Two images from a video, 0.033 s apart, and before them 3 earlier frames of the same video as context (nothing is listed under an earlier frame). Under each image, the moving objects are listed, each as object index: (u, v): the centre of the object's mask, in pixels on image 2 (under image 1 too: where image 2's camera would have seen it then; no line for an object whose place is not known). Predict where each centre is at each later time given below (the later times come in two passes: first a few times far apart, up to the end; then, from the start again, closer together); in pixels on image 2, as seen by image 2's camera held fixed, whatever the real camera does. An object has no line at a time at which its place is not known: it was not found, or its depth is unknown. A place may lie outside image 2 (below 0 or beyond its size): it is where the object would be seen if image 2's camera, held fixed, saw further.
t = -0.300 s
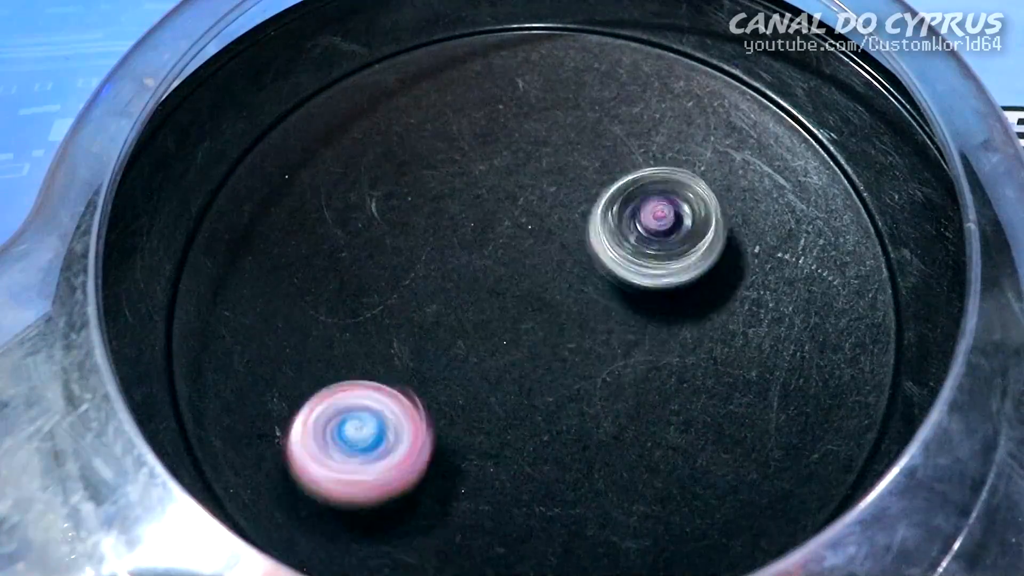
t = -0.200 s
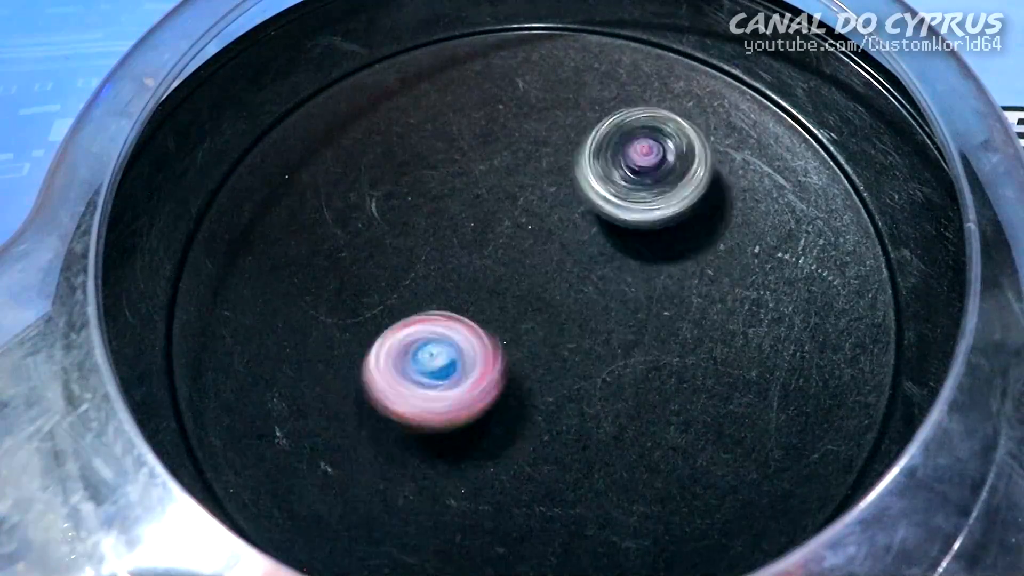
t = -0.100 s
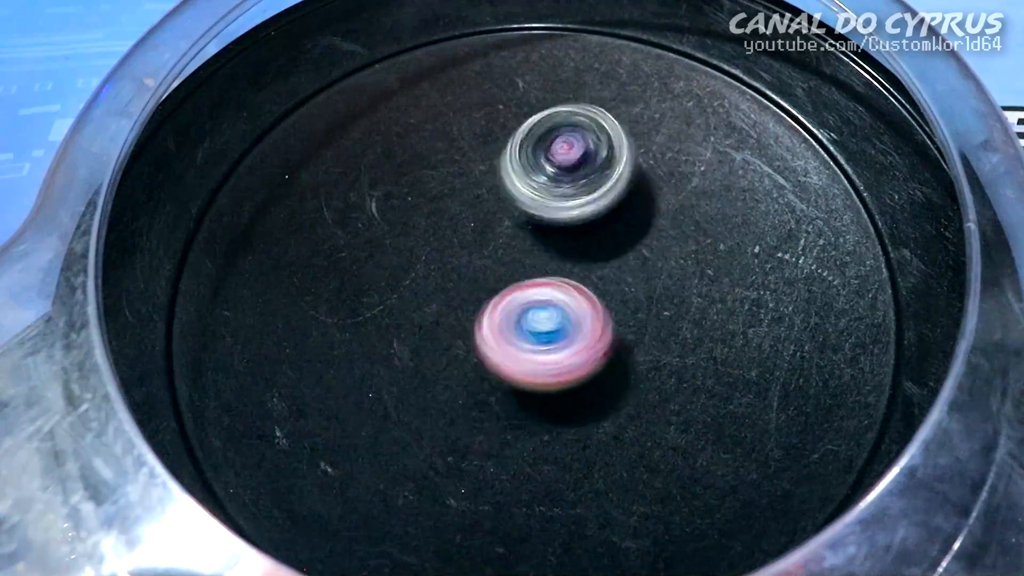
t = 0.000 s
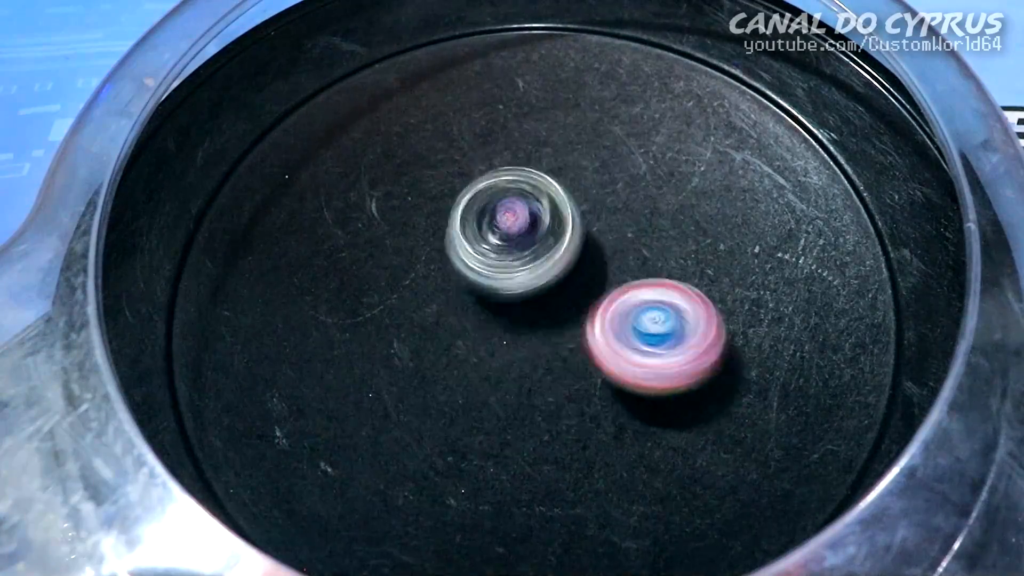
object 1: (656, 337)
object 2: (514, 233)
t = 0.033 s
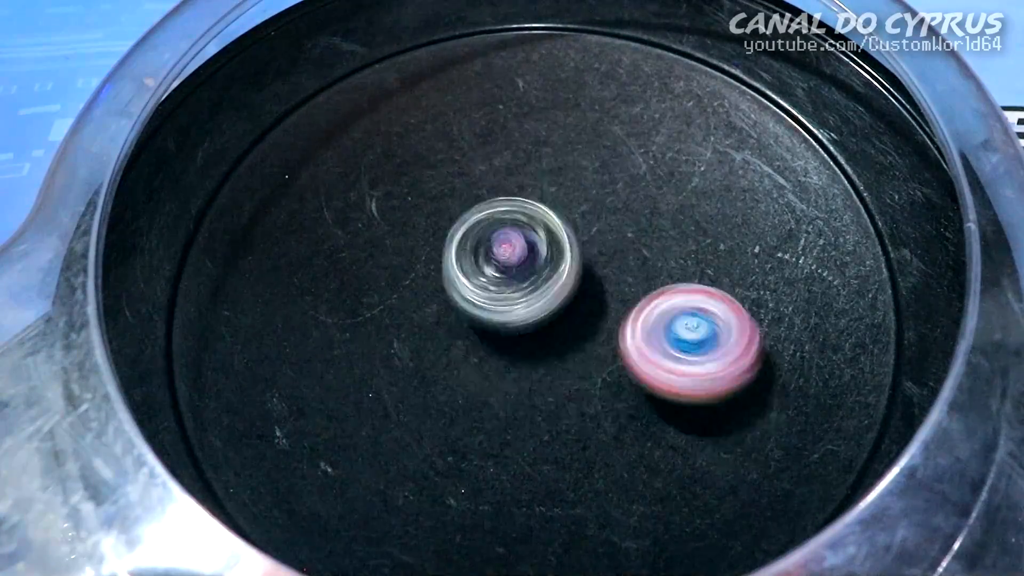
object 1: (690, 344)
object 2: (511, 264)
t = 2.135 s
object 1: (615, 75)
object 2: (587, 236)
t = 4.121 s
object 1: (387, 431)
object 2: (684, 333)
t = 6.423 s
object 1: (620, 314)
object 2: (463, 325)
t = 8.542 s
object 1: (429, 241)
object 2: (528, 326)
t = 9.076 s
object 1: (435, 225)
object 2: (643, 343)
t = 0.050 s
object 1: (707, 348)
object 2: (513, 279)
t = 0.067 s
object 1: (723, 354)
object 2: (515, 295)
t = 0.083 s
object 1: (740, 361)
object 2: (522, 309)
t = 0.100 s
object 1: (753, 369)
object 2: (528, 324)
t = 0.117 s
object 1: (767, 379)
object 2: (538, 336)
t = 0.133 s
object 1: (778, 389)
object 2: (548, 350)
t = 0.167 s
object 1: (795, 413)
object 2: (573, 370)
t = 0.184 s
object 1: (800, 427)
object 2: (586, 377)
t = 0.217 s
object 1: (798, 456)
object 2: (617, 390)
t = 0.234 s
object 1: (792, 469)
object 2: (633, 394)
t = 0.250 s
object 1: (781, 480)
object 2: (651, 395)
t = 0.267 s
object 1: (768, 492)
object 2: (666, 395)
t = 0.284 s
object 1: (762, 506)
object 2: (676, 386)
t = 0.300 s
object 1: (755, 519)
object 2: (682, 377)
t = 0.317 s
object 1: (739, 526)
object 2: (689, 365)
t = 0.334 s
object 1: (720, 531)
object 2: (692, 354)
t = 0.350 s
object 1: (702, 535)
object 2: (695, 342)
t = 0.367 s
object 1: (681, 536)
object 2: (694, 331)
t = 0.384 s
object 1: (662, 537)
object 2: (692, 319)
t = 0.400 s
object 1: (640, 535)
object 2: (688, 309)
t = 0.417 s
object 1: (621, 533)
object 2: (680, 297)
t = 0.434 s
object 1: (602, 528)
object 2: (670, 288)
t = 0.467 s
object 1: (569, 515)
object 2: (645, 271)
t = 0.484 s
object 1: (556, 504)
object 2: (628, 265)
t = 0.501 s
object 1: (545, 489)
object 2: (614, 261)
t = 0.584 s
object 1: (520, 406)
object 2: (531, 261)
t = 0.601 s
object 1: (519, 392)
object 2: (514, 267)
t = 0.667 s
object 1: (530, 424)
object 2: (450, 237)
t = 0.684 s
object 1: (532, 426)
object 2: (437, 234)
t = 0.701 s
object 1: (532, 424)
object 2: (421, 231)
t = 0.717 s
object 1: (533, 420)
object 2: (408, 231)
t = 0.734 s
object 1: (532, 412)
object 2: (393, 231)
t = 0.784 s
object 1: (538, 376)
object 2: (351, 247)
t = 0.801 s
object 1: (542, 363)
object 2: (340, 254)
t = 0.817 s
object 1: (548, 351)
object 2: (329, 264)
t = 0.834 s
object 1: (556, 339)
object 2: (321, 274)
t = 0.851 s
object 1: (564, 329)
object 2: (315, 287)
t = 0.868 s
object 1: (573, 317)
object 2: (312, 299)
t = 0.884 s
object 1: (582, 308)
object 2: (311, 313)
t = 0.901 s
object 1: (594, 299)
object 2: (312, 328)
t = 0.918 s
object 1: (604, 291)
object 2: (319, 341)
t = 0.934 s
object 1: (617, 283)
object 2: (326, 355)
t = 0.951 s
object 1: (628, 277)
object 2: (336, 365)
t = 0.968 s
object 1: (641, 271)
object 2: (351, 377)
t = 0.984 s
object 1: (654, 268)
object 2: (366, 385)
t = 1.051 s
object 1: (707, 264)
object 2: (442, 400)
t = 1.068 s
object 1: (719, 266)
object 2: (461, 399)
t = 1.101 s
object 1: (741, 278)
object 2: (498, 390)
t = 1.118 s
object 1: (749, 287)
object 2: (515, 383)
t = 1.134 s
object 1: (754, 298)
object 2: (532, 376)
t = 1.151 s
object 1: (756, 310)
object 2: (547, 366)
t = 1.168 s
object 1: (754, 322)
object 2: (563, 357)
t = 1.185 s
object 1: (748, 334)
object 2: (575, 347)
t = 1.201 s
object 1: (738, 344)
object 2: (586, 335)
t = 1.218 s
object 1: (754, 354)
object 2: (582, 322)
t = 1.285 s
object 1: (845, 393)
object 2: (541, 262)
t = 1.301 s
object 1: (853, 402)
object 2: (533, 249)
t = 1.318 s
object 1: (854, 413)
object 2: (524, 238)
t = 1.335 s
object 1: (853, 423)
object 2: (516, 227)
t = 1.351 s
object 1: (845, 435)
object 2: (506, 218)
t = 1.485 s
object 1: (723, 477)
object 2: (410, 183)
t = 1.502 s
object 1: (704, 473)
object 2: (396, 183)
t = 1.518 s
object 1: (688, 467)
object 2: (384, 188)
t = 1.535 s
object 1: (672, 460)
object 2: (372, 192)
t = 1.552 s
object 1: (656, 451)
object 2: (361, 200)
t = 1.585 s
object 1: (629, 432)
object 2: (344, 219)
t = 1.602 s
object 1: (616, 421)
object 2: (339, 230)
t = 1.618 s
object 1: (603, 410)
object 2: (337, 243)
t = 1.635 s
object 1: (592, 399)
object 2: (337, 256)
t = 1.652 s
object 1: (582, 388)
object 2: (341, 268)
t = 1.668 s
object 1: (572, 376)
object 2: (347, 283)
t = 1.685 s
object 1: (563, 365)
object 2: (358, 294)
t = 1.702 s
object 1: (555, 352)
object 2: (368, 306)
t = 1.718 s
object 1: (546, 339)
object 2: (382, 315)
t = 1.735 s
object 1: (540, 328)
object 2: (397, 324)
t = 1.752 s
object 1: (546, 313)
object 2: (404, 332)
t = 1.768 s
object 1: (554, 296)
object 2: (408, 339)
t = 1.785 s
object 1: (562, 283)
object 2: (414, 348)
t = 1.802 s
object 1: (569, 269)
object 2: (421, 353)
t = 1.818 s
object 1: (575, 255)
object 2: (430, 359)
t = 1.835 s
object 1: (577, 240)
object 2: (441, 363)
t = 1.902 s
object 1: (583, 192)
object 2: (500, 368)
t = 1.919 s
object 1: (583, 183)
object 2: (514, 364)
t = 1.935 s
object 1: (583, 174)
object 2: (528, 359)
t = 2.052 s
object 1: (586, 107)
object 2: (590, 292)
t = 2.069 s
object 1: (590, 98)
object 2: (592, 281)
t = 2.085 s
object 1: (595, 90)
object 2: (594, 269)
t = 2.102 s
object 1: (600, 84)
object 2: (593, 258)
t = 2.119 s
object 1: (606, 79)
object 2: (591, 247)
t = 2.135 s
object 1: (615, 75)
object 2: (587, 236)
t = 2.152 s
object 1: (622, 74)
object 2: (581, 226)
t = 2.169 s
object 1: (629, 76)
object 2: (575, 216)
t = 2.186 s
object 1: (636, 80)
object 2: (566, 208)
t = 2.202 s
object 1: (641, 86)
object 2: (557, 202)
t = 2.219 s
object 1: (644, 94)
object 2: (547, 196)
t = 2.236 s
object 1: (644, 103)
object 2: (534, 191)
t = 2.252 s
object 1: (643, 115)
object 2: (523, 189)
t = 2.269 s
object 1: (640, 125)
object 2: (511, 188)
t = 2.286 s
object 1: (634, 137)
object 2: (498, 191)
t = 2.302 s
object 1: (628, 149)
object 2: (487, 193)
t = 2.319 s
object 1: (621, 160)
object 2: (475, 199)
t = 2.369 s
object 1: (592, 189)
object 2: (447, 225)
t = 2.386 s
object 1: (583, 197)
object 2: (443, 235)
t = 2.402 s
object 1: (572, 204)
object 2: (439, 248)
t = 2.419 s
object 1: (561, 212)
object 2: (437, 259)
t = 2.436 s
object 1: (565, 214)
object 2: (427, 274)
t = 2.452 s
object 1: (573, 217)
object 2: (416, 289)
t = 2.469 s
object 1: (578, 220)
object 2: (411, 303)
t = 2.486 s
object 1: (581, 226)
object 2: (407, 319)
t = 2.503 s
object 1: (582, 234)
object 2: (407, 331)
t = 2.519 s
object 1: (580, 242)
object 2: (409, 344)
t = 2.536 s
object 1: (578, 251)
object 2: (412, 358)
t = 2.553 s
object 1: (573, 260)
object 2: (417, 368)
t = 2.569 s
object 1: (567, 270)
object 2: (424, 382)
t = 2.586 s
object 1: (560, 277)
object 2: (432, 392)
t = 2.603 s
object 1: (550, 284)
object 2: (442, 403)
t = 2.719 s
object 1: (470, 306)
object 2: (542, 437)
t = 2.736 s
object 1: (459, 306)
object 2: (558, 436)
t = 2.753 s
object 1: (448, 302)
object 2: (573, 432)
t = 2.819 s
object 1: (415, 281)
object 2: (629, 404)
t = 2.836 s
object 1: (410, 273)
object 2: (639, 394)
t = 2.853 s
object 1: (408, 266)
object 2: (649, 383)
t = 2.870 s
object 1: (407, 258)
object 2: (656, 372)
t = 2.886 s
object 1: (410, 250)
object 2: (662, 360)
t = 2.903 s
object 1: (414, 243)
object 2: (667, 347)
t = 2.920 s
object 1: (419, 238)
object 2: (670, 333)
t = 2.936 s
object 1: (427, 234)
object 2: (672, 321)
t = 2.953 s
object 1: (437, 230)
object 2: (670, 308)
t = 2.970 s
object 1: (446, 228)
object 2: (669, 296)
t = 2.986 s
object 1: (457, 228)
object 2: (665, 284)
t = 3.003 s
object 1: (466, 230)
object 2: (658, 271)
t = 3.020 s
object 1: (477, 233)
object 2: (652, 261)
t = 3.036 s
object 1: (488, 238)
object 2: (645, 250)
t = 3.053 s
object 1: (496, 244)
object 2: (636, 240)
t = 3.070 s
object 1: (485, 252)
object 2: (638, 231)
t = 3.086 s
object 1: (454, 259)
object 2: (648, 220)
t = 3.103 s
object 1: (426, 266)
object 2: (655, 210)
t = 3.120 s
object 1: (402, 270)
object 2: (661, 201)
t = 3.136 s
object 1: (377, 274)
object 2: (662, 192)
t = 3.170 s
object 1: (336, 275)
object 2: (659, 174)
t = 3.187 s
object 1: (317, 273)
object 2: (654, 165)
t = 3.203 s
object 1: (303, 269)
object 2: (649, 157)
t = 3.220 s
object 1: (291, 265)
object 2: (643, 149)
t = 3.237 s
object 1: (281, 262)
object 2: (634, 142)
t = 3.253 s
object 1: (271, 257)
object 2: (624, 137)
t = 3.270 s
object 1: (262, 252)
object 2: (614, 134)
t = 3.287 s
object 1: (255, 246)
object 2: (603, 132)
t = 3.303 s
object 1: (248, 239)
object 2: (591, 133)
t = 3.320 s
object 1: (244, 232)
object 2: (577, 134)
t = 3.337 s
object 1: (242, 224)
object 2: (565, 139)
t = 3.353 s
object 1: (242, 216)
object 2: (554, 144)
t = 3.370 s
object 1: (245, 209)
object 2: (541, 150)
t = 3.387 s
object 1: (253, 203)
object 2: (530, 160)
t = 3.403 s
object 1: (262, 198)
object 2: (521, 168)
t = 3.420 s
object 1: (273, 196)
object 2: (512, 179)
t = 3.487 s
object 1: (324, 206)
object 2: (490, 227)
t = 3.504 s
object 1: (335, 211)
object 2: (486, 239)
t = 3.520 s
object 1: (348, 217)
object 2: (482, 254)
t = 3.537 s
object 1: (357, 224)
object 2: (483, 265)
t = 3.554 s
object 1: (359, 227)
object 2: (486, 279)
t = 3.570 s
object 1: (360, 230)
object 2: (490, 292)
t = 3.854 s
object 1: (391, 382)
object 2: (617, 450)
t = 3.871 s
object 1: (390, 391)
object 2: (629, 454)
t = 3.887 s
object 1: (389, 400)
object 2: (643, 456)
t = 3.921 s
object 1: (383, 416)
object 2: (670, 452)
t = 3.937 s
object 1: (381, 423)
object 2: (682, 447)
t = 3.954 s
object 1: (376, 430)
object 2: (695, 441)
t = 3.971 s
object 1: (374, 436)
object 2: (703, 432)
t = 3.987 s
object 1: (372, 438)
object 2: (710, 422)
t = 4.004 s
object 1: (370, 439)
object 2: (716, 412)
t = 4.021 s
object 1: (370, 439)
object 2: (717, 400)
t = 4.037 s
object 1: (371, 439)
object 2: (717, 388)
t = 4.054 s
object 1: (372, 438)
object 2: (715, 376)
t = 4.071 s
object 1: (375, 437)
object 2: (709, 365)
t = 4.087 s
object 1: (378, 435)
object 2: (703, 354)
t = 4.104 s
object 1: (381, 434)
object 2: (694, 343)
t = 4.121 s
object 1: (387, 431)
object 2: (684, 333)
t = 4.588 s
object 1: (683, 417)
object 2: (340, 298)
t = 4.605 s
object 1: (689, 420)
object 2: (332, 306)
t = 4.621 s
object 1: (693, 423)
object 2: (325, 314)
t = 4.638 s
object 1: (695, 427)
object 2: (321, 323)
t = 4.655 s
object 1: (695, 428)
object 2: (318, 333)
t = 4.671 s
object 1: (694, 428)
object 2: (317, 343)
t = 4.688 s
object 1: (693, 430)
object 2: (319, 353)
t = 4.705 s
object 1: (690, 429)
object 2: (324, 364)
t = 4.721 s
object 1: (687, 428)
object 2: (332, 373)
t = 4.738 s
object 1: (682, 427)
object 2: (340, 381)
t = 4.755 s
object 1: (679, 424)
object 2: (352, 388)
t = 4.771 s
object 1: (674, 420)
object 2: (365, 392)
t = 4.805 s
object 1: (666, 410)
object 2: (393, 397)
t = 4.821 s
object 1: (660, 404)
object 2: (409, 396)
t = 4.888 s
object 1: (640, 374)
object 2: (469, 382)
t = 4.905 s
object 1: (636, 364)
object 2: (483, 376)
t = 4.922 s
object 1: (639, 356)
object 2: (493, 369)
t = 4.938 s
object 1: (655, 346)
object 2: (493, 361)
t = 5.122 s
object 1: (768, 292)
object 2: (491, 253)
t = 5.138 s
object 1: (775, 291)
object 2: (488, 245)
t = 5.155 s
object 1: (780, 292)
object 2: (483, 236)
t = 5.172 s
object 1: (783, 294)
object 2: (478, 229)
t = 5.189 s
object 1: (785, 296)
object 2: (473, 222)
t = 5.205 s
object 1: (784, 298)
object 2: (466, 216)
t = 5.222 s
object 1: (782, 300)
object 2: (460, 210)
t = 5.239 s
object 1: (779, 301)
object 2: (453, 206)
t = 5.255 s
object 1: (775, 303)
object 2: (445, 202)
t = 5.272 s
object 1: (769, 306)
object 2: (437, 200)
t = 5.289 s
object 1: (763, 307)
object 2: (431, 199)
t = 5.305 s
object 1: (753, 309)
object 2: (424, 200)
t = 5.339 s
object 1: (730, 309)
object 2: (415, 203)
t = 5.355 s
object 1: (718, 308)
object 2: (411, 207)
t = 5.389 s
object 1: (695, 302)
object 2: (407, 215)
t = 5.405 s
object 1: (684, 299)
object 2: (408, 220)
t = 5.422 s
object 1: (673, 295)
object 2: (408, 225)
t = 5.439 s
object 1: (661, 291)
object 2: (408, 233)
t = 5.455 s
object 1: (651, 287)
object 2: (412, 238)
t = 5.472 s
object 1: (640, 283)
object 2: (416, 245)
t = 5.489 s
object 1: (630, 278)
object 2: (421, 252)
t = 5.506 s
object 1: (620, 273)
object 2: (429, 258)
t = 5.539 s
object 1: (599, 264)
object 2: (447, 271)
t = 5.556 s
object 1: (592, 259)
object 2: (456, 275)
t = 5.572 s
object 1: (610, 250)
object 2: (449, 280)
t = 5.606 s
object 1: (650, 236)
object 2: (439, 291)
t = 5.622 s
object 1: (665, 230)
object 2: (437, 297)
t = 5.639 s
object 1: (676, 227)
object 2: (437, 303)
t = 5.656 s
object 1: (686, 223)
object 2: (437, 312)
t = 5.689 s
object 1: (705, 221)
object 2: (442, 322)
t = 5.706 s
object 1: (714, 221)
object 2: (448, 328)
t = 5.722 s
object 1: (721, 223)
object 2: (453, 332)
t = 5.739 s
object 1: (728, 226)
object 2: (461, 337)
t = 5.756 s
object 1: (734, 229)
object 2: (468, 340)
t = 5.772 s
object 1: (736, 235)
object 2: (475, 342)
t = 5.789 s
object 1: (738, 240)
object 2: (486, 344)
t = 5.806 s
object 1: (737, 247)
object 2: (493, 344)
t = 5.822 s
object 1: (734, 254)
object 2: (505, 344)
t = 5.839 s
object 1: (731, 261)
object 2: (514, 341)
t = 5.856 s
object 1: (723, 268)
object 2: (524, 339)
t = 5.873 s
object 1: (715, 274)
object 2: (532, 335)
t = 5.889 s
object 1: (706, 280)
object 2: (540, 330)
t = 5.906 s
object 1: (695, 284)
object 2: (549, 324)
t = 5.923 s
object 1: (689, 286)
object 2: (552, 319)
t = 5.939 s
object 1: (704, 281)
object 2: (545, 315)
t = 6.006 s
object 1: (757, 272)
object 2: (517, 301)
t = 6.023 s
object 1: (766, 272)
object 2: (510, 298)
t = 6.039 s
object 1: (775, 274)
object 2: (503, 297)
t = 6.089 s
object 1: (795, 284)
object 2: (483, 295)
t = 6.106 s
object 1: (799, 289)
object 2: (476, 294)
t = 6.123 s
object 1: (800, 295)
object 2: (472, 295)
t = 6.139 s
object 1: (799, 302)
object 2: (467, 297)
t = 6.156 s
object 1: (796, 308)
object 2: (463, 298)
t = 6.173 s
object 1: (790, 313)
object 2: (459, 299)
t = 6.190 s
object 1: (781, 319)
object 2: (456, 301)
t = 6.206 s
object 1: (771, 323)
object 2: (454, 303)
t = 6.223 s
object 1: (760, 326)
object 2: (451, 304)
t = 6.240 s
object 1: (748, 328)
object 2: (449, 305)
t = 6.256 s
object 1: (735, 330)
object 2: (448, 308)
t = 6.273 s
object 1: (723, 331)
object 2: (448, 310)
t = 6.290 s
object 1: (711, 331)
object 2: (447, 311)
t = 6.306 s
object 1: (699, 330)
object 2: (448, 313)
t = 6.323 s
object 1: (687, 328)
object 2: (447, 316)
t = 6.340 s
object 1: (676, 327)
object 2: (450, 317)
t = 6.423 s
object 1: (620, 314)
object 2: (463, 325)
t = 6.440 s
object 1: (609, 312)
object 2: (467, 326)
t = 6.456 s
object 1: (609, 308)
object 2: (465, 328)
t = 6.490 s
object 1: (624, 295)
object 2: (454, 332)
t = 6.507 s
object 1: (628, 289)
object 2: (451, 334)
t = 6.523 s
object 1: (629, 285)
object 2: (449, 337)
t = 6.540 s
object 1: (625, 281)
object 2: (446, 337)
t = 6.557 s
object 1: (620, 276)
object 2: (444, 339)
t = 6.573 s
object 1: (612, 272)
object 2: (443, 341)
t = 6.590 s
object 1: (604, 268)
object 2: (444, 342)
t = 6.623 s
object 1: (591, 260)
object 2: (445, 344)
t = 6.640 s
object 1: (583, 255)
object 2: (445, 345)
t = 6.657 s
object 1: (576, 250)
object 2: (448, 345)
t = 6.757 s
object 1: (539, 223)
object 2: (466, 343)
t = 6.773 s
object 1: (533, 217)
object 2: (470, 342)
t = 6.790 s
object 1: (529, 212)
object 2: (474, 340)
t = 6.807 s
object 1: (525, 208)
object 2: (477, 337)
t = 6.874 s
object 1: (510, 189)
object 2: (495, 324)
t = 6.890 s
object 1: (507, 183)
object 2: (499, 319)
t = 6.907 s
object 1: (506, 178)
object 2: (504, 315)
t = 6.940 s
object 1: (505, 171)
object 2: (511, 306)
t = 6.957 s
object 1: (506, 169)
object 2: (515, 299)
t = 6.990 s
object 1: (509, 168)
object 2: (521, 287)
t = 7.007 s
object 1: (509, 169)
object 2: (521, 282)
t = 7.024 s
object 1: (511, 164)
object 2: (523, 283)
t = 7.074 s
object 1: (517, 142)
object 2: (527, 286)
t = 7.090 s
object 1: (520, 137)
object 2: (529, 287)
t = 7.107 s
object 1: (525, 132)
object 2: (530, 287)
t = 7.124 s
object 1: (530, 131)
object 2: (532, 287)
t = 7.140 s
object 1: (536, 129)
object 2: (531, 287)
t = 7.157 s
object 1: (542, 130)
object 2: (533, 288)
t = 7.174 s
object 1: (547, 133)
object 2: (534, 288)
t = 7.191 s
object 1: (551, 137)
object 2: (535, 289)
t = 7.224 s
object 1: (558, 145)
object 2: (538, 290)
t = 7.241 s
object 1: (562, 151)
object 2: (539, 289)
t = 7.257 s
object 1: (564, 158)
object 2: (540, 289)
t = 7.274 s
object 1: (565, 166)
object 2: (541, 289)
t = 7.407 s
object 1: (565, 186)
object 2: (548, 311)
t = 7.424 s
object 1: (565, 190)
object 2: (550, 314)
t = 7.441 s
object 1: (563, 194)
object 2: (550, 318)
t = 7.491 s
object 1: (555, 205)
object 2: (556, 325)
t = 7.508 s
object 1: (551, 210)
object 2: (557, 328)
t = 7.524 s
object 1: (547, 213)
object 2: (559, 334)
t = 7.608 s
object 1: (533, 205)
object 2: (569, 357)
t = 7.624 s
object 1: (530, 204)
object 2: (571, 359)
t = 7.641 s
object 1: (527, 205)
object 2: (572, 364)
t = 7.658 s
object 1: (525, 204)
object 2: (576, 365)
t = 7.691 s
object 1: (520, 206)
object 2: (578, 369)
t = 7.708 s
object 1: (517, 208)
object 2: (580, 371)
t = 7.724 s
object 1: (515, 208)
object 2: (582, 372)
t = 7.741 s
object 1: (512, 211)
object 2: (583, 372)
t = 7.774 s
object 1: (507, 216)
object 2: (585, 373)
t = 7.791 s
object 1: (505, 218)
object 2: (586, 372)
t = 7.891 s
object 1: (486, 240)
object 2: (583, 362)
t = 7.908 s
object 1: (480, 244)
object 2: (582, 359)
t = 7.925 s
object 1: (475, 248)
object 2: (579, 357)
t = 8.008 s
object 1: (452, 266)
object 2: (562, 340)
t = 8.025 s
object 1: (446, 267)
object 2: (559, 339)
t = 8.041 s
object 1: (431, 262)
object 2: (560, 338)
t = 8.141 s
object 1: (386, 242)
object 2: (557, 336)
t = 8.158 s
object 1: (381, 238)
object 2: (556, 336)
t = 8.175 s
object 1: (378, 234)
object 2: (555, 334)
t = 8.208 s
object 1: (371, 226)
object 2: (552, 332)
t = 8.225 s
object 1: (371, 222)
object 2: (550, 331)
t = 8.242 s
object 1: (372, 218)
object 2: (549, 330)
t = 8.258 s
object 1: (374, 216)
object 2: (547, 328)
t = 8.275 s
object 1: (376, 214)
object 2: (544, 327)
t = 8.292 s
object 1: (381, 214)
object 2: (542, 326)
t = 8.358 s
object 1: (403, 220)
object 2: (532, 319)
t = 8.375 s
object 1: (409, 224)
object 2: (528, 318)
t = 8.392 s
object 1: (415, 229)
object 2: (527, 316)
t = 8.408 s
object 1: (421, 233)
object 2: (523, 315)
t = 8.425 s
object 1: (425, 236)
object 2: (523, 316)
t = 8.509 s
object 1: (425, 240)
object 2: (526, 324)
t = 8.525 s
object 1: (427, 240)
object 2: (526, 325)
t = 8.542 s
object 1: (429, 241)
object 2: (528, 326)
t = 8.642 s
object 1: (430, 242)
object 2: (535, 333)
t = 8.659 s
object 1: (430, 241)
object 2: (538, 336)
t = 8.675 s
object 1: (431, 240)
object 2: (539, 336)
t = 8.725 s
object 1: (434, 242)
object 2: (545, 336)
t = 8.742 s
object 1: (436, 243)
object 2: (547, 338)
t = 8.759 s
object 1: (438, 244)
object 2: (548, 337)
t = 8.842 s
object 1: (451, 257)
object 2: (554, 333)
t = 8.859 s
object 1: (448, 254)
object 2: (561, 336)
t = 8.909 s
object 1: (431, 239)
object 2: (581, 345)
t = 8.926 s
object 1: (429, 236)
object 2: (590, 347)
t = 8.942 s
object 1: (427, 232)
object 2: (597, 348)
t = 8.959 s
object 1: (427, 230)
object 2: (603, 349)
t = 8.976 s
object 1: (427, 228)
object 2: (612, 350)
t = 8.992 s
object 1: (427, 227)
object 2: (618, 350)
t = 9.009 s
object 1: (427, 226)
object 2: (624, 349)
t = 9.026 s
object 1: (429, 225)
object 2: (630, 348)
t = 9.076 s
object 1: (435, 225)
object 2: (643, 343)
